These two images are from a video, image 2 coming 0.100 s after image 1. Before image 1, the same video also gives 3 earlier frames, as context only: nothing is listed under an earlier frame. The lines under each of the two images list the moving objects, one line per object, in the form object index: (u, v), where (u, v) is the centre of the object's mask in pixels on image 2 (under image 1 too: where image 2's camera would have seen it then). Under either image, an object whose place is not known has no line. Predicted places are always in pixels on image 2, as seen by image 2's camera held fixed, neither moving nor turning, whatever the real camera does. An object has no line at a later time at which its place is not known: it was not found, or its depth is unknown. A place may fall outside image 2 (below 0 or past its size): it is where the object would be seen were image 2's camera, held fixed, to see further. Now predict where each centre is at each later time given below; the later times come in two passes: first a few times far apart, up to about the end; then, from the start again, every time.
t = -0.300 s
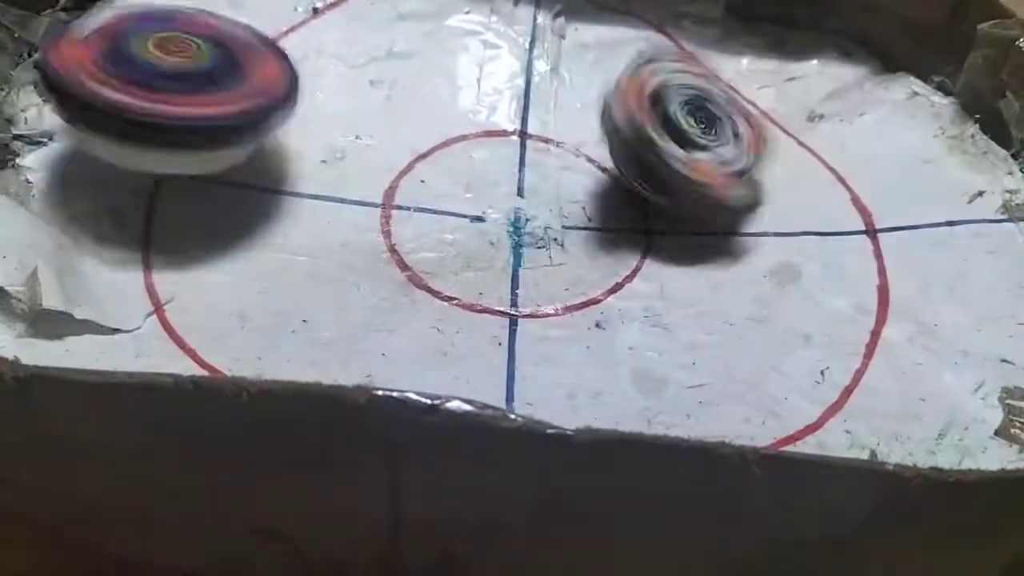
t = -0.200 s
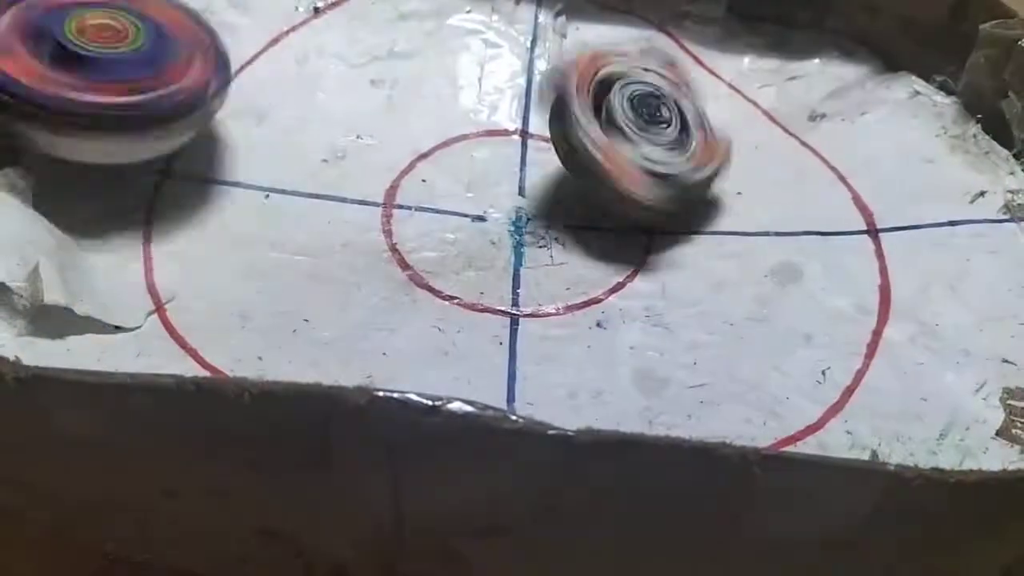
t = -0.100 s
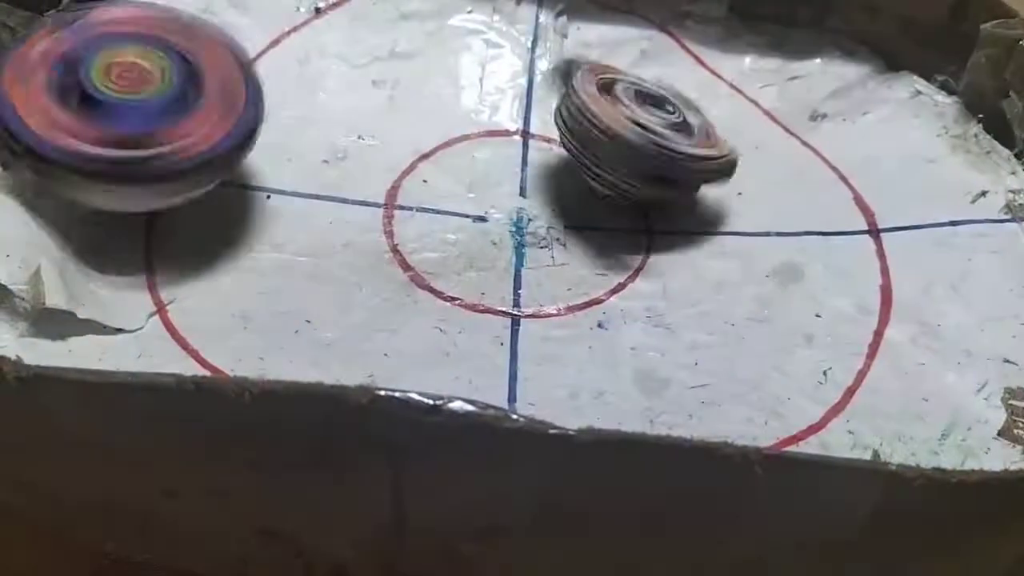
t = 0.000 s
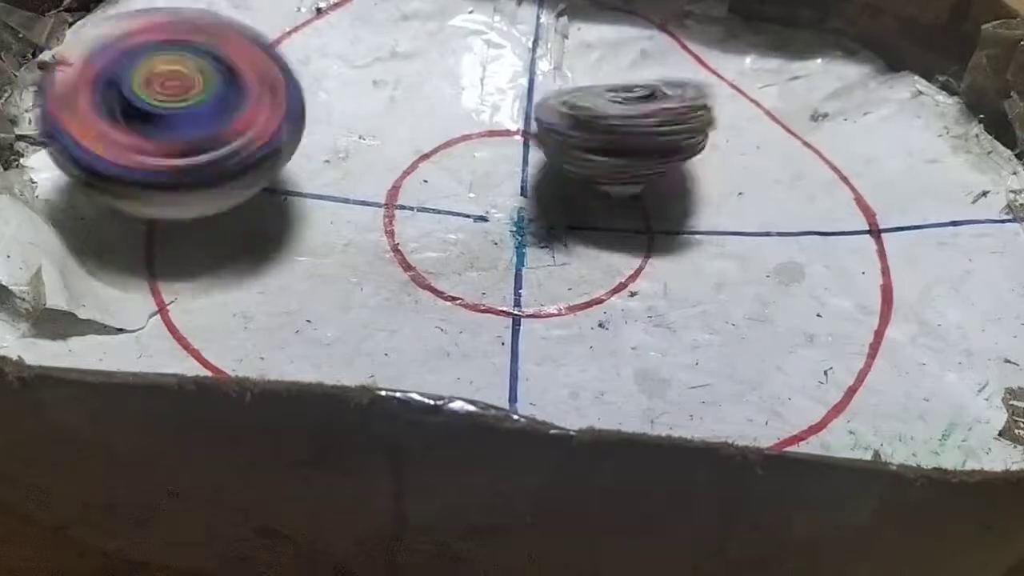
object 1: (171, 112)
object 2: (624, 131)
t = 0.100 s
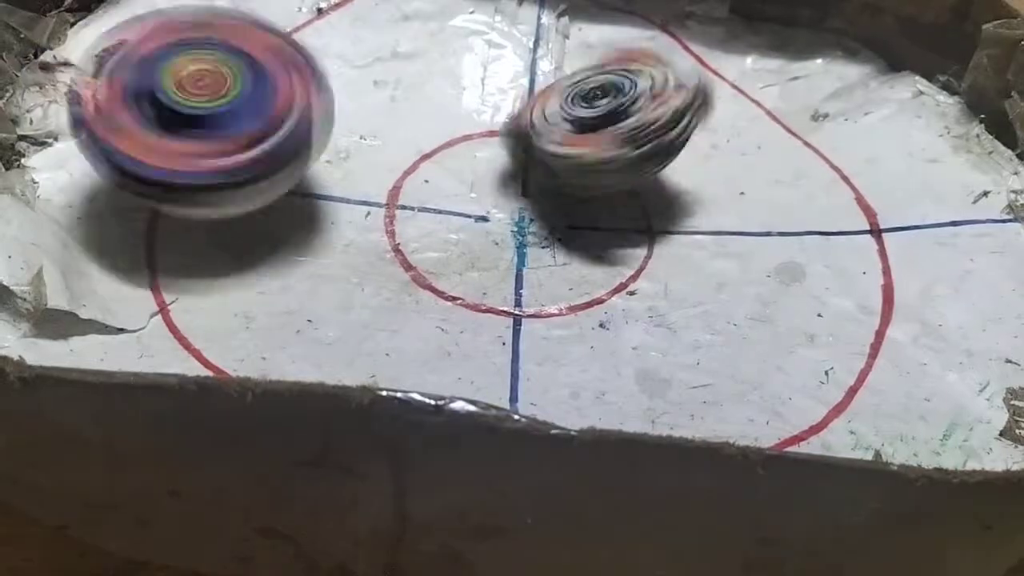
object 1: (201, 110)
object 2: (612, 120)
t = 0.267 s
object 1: (229, 113)
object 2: (598, 129)
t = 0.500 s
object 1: (320, 147)
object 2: (605, 144)
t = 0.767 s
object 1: (388, 168)
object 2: (610, 163)
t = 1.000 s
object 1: (378, 161)
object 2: (598, 131)
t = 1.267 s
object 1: (378, 157)
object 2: (605, 93)
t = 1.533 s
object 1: (376, 153)
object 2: (609, 129)
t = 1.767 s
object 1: (362, 138)
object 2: (600, 121)
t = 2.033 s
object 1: (370, 117)
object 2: (592, 108)
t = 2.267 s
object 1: (366, 119)
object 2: (597, 118)
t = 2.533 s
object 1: (369, 130)
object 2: (592, 108)
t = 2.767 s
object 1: (369, 140)
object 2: (593, 112)
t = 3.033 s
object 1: (370, 139)
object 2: (593, 111)
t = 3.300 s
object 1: (363, 136)
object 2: (593, 111)
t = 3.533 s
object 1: (363, 134)
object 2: (593, 111)
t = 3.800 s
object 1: (367, 134)
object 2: (593, 111)
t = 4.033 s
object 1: (377, 134)
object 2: (593, 112)
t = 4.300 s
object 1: (372, 138)
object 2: (593, 112)
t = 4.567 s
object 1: (371, 137)
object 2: (593, 112)
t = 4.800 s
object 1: (369, 138)
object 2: (593, 112)
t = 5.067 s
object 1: (364, 134)
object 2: (593, 112)
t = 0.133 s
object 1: (208, 111)
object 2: (610, 117)
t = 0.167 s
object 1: (210, 108)
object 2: (610, 115)
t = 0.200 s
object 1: (211, 112)
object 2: (603, 118)
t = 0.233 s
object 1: (224, 112)
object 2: (597, 122)
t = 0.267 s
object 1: (229, 113)
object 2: (598, 129)
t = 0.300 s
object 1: (244, 121)
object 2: (606, 123)
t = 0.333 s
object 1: (255, 124)
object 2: (607, 127)
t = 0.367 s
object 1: (268, 129)
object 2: (604, 126)
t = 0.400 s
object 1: (284, 133)
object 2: (598, 127)
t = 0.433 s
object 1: (299, 134)
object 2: (599, 133)
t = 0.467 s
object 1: (303, 142)
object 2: (602, 140)
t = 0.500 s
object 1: (320, 147)
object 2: (605, 144)
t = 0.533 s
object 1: (328, 148)
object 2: (602, 149)
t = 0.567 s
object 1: (340, 155)
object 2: (599, 152)
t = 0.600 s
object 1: (355, 157)
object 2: (597, 156)
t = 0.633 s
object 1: (366, 164)
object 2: (600, 159)
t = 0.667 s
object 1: (377, 168)
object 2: (599, 163)
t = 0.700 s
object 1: (385, 168)
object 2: (600, 161)
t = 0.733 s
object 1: (382, 170)
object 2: (609, 161)
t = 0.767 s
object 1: (388, 168)
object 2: (610, 163)
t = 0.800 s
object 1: (381, 165)
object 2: (610, 163)
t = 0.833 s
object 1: (383, 162)
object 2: (611, 158)
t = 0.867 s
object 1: (378, 158)
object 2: (607, 155)
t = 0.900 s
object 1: (370, 158)
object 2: (605, 150)
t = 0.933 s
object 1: (378, 156)
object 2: (609, 142)
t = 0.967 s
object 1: (376, 159)
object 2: (604, 139)
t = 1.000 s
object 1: (378, 161)
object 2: (598, 131)
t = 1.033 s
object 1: (378, 159)
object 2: (597, 123)
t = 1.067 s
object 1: (376, 160)
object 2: (593, 115)
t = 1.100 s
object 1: (379, 157)
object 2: (595, 102)
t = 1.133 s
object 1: (379, 157)
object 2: (597, 98)
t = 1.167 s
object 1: (380, 158)
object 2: (601, 95)
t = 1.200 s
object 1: (378, 155)
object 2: (603, 94)
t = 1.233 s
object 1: (377, 159)
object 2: (605, 93)
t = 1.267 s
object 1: (378, 157)
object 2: (605, 93)
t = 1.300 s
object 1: (377, 159)
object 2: (603, 95)
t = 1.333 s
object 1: (381, 160)
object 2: (600, 96)
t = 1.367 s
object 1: (377, 159)
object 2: (596, 99)
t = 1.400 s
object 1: (378, 159)
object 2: (595, 102)
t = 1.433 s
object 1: (378, 156)
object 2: (596, 113)
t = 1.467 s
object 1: (376, 159)
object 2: (599, 122)
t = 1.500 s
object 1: (375, 154)
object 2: (604, 126)
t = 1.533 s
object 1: (376, 153)
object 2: (609, 129)
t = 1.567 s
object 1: (384, 152)
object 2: (613, 131)
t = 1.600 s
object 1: (380, 150)
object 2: (615, 132)
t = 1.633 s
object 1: (380, 149)
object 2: (614, 131)
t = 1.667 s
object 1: (375, 144)
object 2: (611, 130)
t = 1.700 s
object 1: (371, 146)
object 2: (608, 128)
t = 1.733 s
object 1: (368, 139)
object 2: (604, 124)
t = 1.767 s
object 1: (362, 138)
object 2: (600, 121)
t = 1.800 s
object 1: (364, 131)
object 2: (595, 116)
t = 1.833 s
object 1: (365, 130)
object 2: (593, 110)
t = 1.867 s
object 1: (370, 126)
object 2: (592, 105)
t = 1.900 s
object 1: (369, 123)
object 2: (593, 102)
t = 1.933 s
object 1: (372, 122)
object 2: (594, 100)
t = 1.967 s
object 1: (369, 119)
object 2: (594, 102)
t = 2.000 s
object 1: (371, 120)
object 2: (592, 103)
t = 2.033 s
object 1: (370, 117)
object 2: (592, 108)
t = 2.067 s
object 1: (371, 120)
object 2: (593, 112)
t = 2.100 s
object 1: (371, 116)
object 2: (594, 115)
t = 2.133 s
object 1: (365, 120)
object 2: (596, 118)
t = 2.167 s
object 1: (364, 116)
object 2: (598, 121)
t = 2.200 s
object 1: (366, 118)
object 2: (599, 121)
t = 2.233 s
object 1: (368, 117)
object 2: (598, 121)
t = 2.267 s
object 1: (366, 119)
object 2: (597, 118)
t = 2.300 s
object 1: (372, 119)
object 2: (595, 117)
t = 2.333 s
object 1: (370, 120)
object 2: (594, 115)
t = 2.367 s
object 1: (373, 120)
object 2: (593, 113)
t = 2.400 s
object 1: (371, 121)
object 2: (593, 112)
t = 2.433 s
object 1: (374, 124)
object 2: (592, 110)
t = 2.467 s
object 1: (371, 125)
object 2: (592, 109)
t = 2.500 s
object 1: (372, 129)
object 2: (592, 108)
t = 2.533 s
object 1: (369, 130)
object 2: (592, 108)
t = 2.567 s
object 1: (369, 133)
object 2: (592, 109)
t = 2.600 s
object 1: (368, 133)
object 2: (593, 110)
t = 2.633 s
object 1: (367, 136)
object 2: (593, 111)
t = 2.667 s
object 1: (367, 136)
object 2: (593, 112)
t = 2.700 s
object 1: (368, 138)
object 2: (593, 112)
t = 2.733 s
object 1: (368, 138)
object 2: (593, 112)
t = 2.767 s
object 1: (369, 140)
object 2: (593, 112)
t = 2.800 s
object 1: (370, 137)
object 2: (593, 112)
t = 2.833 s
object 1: (369, 138)
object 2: (593, 112)
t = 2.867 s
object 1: (370, 136)
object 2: (593, 111)
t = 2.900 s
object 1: (371, 138)
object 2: (593, 112)
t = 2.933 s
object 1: (371, 136)
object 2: (593, 111)
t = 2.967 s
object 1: (371, 139)
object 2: (593, 111)
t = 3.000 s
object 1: (371, 136)
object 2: (593, 111)
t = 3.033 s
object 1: (370, 139)
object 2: (593, 111)
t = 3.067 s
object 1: (370, 136)
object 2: (593, 111)
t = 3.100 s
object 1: (370, 139)
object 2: (593, 111)
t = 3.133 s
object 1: (368, 136)
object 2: (593, 111)
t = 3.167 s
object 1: (368, 139)
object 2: (593, 111)
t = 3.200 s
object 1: (365, 136)
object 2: (593, 111)
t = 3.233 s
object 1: (365, 138)
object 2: (593, 111)
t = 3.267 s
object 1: (363, 135)
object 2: (593, 111)
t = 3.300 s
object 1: (363, 136)
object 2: (593, 111)
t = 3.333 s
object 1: (361, 133)
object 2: (593, 111)
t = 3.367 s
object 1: (362, 135)
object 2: (593, 111)
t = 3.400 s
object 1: (360, 132)
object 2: (593, 111)
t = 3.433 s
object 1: (363, 134)
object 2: (593, 111)
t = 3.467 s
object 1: (362, 133)
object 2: (593, 111)
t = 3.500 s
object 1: (364, 134)
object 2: (593, 111)
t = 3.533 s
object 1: (363, 134)
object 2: (593, 111)
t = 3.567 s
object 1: (366, 134)
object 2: (593, 111)
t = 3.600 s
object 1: (365, 134)
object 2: (593, 111)
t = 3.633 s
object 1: (365, 131)
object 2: (593, 111)
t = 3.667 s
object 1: (362, 133)
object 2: (593, 111)
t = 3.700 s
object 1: (361, 131)
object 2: (593, 111)
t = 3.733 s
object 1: (361, 133)
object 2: (593, 111)
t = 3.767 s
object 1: (366, 131)
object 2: (593, 111)
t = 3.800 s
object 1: (367, 134)
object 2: (593, 111)
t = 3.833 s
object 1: (371, 130)
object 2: (593, 111)
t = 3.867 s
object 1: (370, 132)
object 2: (593, 111)
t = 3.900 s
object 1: (372, 131)
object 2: (593, 111)
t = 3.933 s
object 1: (375, 132)
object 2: (593, 111)
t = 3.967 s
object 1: (374, 133)
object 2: (593, 112)
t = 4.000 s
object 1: (379, 133)
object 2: (593, 112)
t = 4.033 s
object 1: (377, 134)
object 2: (593, 112)
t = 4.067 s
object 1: (376, 135)
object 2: (593, 112)
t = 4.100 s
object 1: (371, 138)
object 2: (593, 112)
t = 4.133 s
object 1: (369, 137)
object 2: (593, 112)
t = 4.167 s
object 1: (369, 139)
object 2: (593, 112)
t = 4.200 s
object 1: (369, 137)
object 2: (593, 112)
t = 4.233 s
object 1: (368, 138)
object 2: (593, 112)
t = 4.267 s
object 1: (368, 137)
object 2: (593, 112)
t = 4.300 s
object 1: (372, 138)
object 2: (593, 112)
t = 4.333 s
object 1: (372, 137)
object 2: (593, 112)
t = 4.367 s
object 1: (374, 136)
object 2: (593, 112)
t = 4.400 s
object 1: (371, 137)
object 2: (593, 112)
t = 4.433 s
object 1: (368, 136)
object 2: (593, 112)
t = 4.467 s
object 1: (372, 139)
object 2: (593, 112)
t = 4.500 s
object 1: (371, 137)
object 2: (593, 112)
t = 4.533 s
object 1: (371, 138)
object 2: (593, 112)
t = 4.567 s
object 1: (371, 137)
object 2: (593, 112)
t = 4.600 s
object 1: (373, 138)
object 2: (593, 112)
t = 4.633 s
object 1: (372, 137)
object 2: (593, 112)
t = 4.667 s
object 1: (367, 136)
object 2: (593, 112)
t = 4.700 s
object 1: (369, 138)
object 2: (593, 112)
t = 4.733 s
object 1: (367, 138)
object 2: (593, 112)
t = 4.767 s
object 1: (370, 138)
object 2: (593, 112)
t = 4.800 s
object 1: (369, 138)
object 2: (593, 112)
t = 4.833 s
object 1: (372, 137)
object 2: (593, 112)
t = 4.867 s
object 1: (370, 136)
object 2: (593, 112)
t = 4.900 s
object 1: (365, 134)
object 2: (593, 112)
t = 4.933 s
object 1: (368, 138)
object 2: (593, 112)
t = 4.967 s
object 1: (368, 135)
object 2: (593, 112)
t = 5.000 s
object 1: (368, 136)
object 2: (593, 112)
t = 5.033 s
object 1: (370, 132)
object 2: (592, 112)
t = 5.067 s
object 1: (364, 134)
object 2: (593, 112)
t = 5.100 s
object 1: (367, 133)
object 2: (593, 112)
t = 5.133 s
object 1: (370, 134)
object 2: (593, 112)
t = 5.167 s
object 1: (370, 134)
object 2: (593, 111)
